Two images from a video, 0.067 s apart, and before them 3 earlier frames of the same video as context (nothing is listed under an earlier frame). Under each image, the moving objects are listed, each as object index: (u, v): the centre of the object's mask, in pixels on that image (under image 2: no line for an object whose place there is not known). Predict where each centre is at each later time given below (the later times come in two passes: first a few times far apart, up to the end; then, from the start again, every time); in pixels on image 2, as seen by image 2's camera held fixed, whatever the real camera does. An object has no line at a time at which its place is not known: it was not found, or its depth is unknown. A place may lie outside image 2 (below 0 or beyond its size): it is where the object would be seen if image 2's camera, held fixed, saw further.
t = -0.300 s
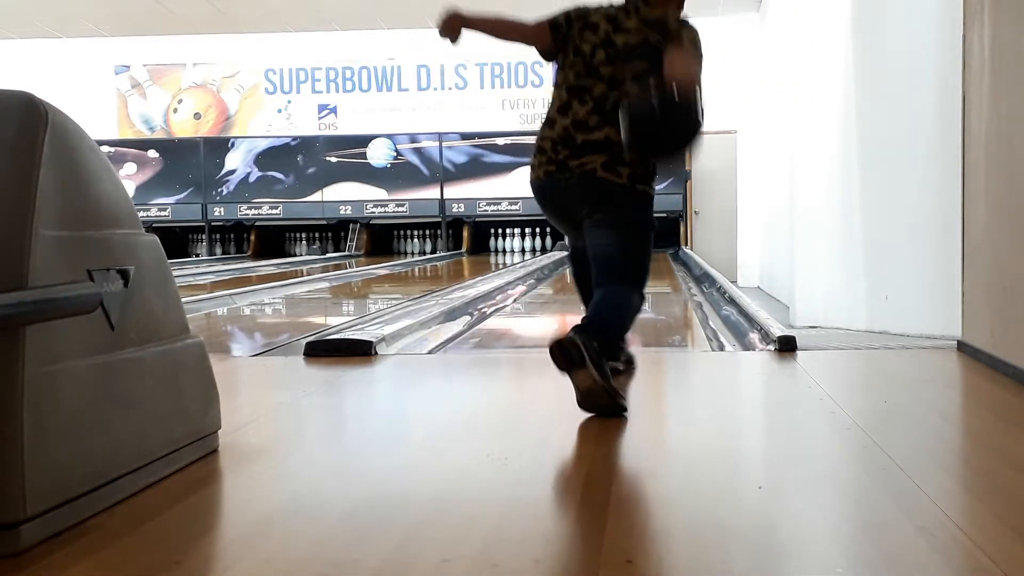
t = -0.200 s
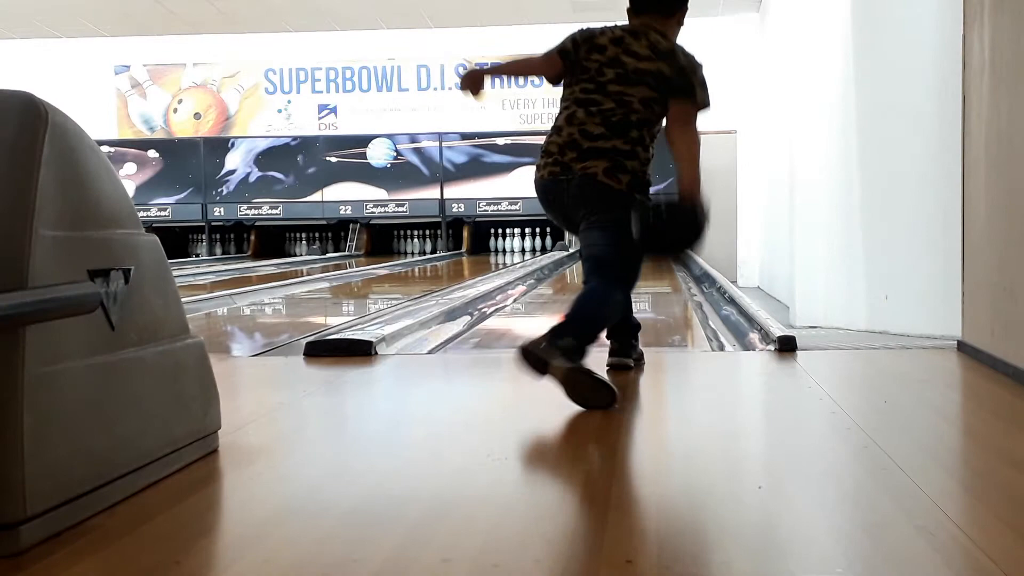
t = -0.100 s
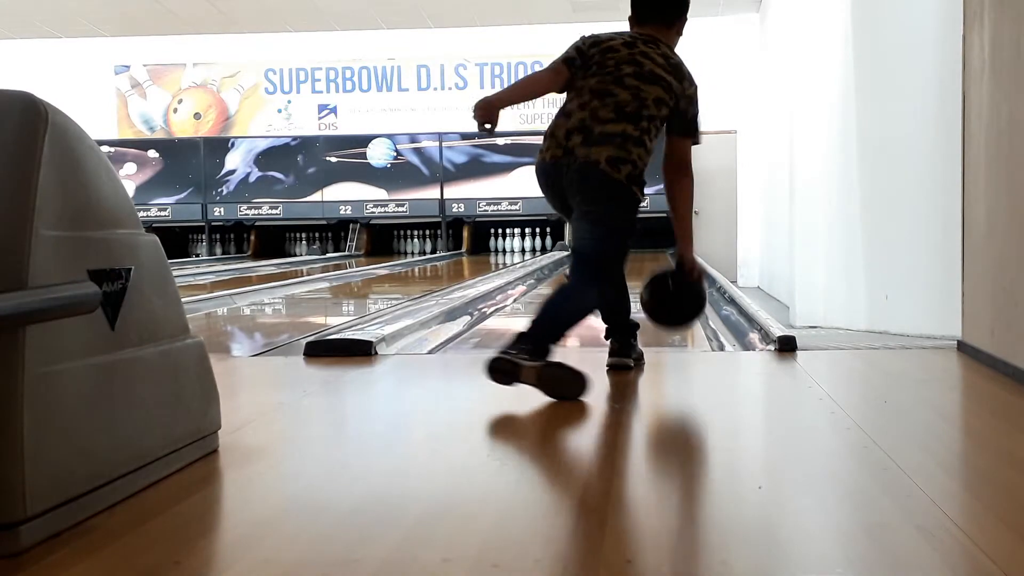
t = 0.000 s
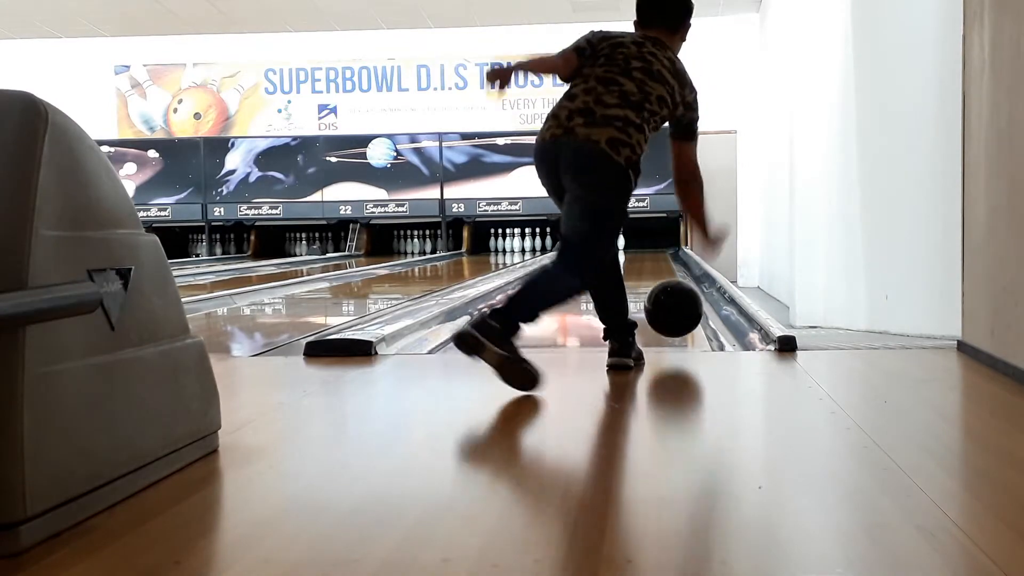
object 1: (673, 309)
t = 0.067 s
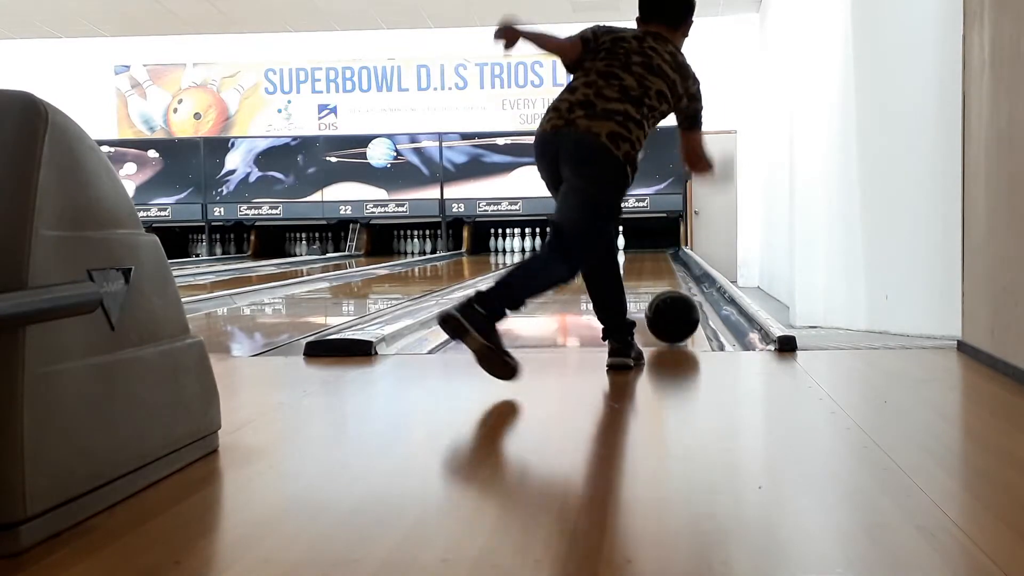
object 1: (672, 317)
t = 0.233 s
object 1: (669, 301)
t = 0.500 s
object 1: (666, 285)
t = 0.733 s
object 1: (663, 275)
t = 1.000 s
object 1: (660, 267)
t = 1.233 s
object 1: (657, 261)
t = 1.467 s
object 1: (654, 258)
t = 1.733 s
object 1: (651, 254)
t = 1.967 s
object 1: (648, 251)
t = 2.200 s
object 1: (646, 249)
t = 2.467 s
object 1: (643, 246)
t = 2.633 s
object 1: (642, 245)
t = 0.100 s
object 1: (671, 312)
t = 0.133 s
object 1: (671, 308)
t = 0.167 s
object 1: (670, 307)
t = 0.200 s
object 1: (670, 304)
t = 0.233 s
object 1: (669, 301)
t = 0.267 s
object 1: (669, 299)
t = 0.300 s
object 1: (668, 296)
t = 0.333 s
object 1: (668, 294)
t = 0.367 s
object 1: (668, 292)
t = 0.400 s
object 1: (667, 290)
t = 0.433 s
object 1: (667, 288)
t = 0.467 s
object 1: (667, 286)
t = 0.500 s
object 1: (666, 285)
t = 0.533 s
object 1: (666, 283)
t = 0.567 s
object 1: (665, 282)
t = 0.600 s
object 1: (665, 280)
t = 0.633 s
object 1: (665, 279)
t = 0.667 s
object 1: (664, 277)
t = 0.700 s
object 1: (664, 276)
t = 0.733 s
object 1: (663, 275)
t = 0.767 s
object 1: (663, 274)
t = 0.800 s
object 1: (663, 273)
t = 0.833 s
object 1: (662, 272)
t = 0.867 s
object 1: (662, 270)
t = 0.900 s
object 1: (661, 269)
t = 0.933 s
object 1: (661, 268)
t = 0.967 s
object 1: (660, 268)
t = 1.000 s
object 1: (660, 267)
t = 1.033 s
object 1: (660, 266)
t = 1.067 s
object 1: (659, 265)
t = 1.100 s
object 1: (659, 264)
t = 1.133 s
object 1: (658, 263)
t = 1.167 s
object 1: (658, 263)
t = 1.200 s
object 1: (657, 262)
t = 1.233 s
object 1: (657, 261)
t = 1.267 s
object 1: (656, 261)
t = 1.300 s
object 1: (656, 260)
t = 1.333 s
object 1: (656, 260)
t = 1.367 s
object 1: (655, 259)
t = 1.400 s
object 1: (655, 259)
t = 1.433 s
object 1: (654, 258)
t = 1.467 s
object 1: (654, 258)
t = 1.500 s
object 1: (654, 257)
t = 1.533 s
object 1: (653, 256)
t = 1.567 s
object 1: (653, 256)
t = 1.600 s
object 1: (652, 255)
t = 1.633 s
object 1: (652, 255)
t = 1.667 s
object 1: (652, 255)
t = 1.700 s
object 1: (651, 254)
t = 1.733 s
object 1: (651, 254)
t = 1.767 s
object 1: (651, 253)
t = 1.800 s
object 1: (650, 253)
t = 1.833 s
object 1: (650, 253)
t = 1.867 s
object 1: (649, 252)
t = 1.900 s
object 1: (649, 252)
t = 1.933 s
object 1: (649, 251)
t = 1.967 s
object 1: (648, 251)
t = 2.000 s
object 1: (648, 251)
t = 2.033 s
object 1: (648, 250)
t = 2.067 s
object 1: (648, 250)
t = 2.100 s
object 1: (647, 250)
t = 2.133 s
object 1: (647, 249)
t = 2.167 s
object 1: (647, 249)
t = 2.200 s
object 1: (646, 249)
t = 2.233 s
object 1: (646, 248)
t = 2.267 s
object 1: (646, 248)
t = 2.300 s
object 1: (645, 248)
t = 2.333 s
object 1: (645, 247)
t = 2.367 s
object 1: (644, 247)
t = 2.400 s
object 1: (644, 247)
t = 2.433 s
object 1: (644, 247)
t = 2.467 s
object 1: (643, 246)
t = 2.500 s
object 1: (643, 246)
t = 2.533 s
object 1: (643, 246)
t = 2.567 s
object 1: (642, 246)
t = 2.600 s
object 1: (642, 245)
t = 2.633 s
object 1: (642, 245)
